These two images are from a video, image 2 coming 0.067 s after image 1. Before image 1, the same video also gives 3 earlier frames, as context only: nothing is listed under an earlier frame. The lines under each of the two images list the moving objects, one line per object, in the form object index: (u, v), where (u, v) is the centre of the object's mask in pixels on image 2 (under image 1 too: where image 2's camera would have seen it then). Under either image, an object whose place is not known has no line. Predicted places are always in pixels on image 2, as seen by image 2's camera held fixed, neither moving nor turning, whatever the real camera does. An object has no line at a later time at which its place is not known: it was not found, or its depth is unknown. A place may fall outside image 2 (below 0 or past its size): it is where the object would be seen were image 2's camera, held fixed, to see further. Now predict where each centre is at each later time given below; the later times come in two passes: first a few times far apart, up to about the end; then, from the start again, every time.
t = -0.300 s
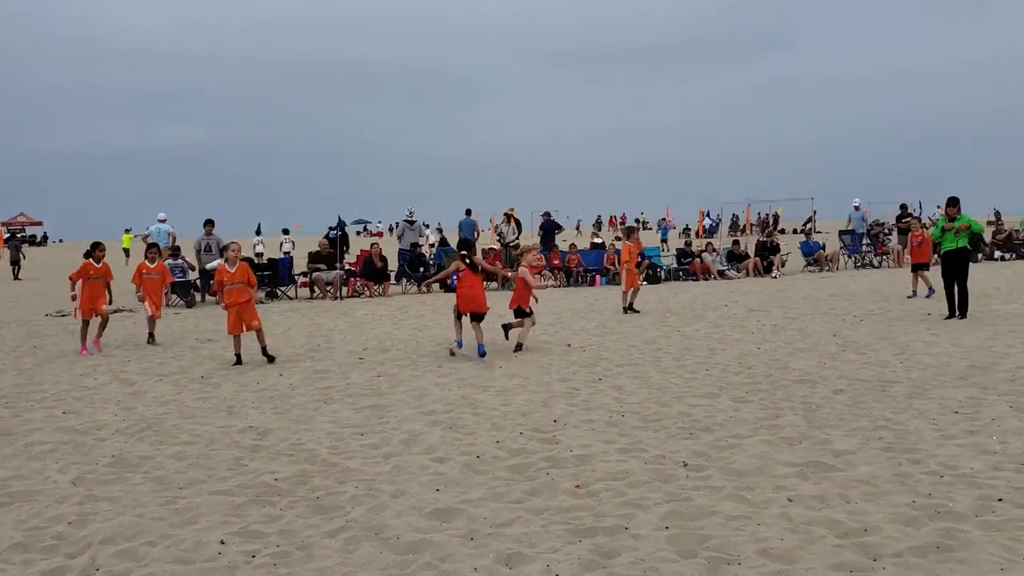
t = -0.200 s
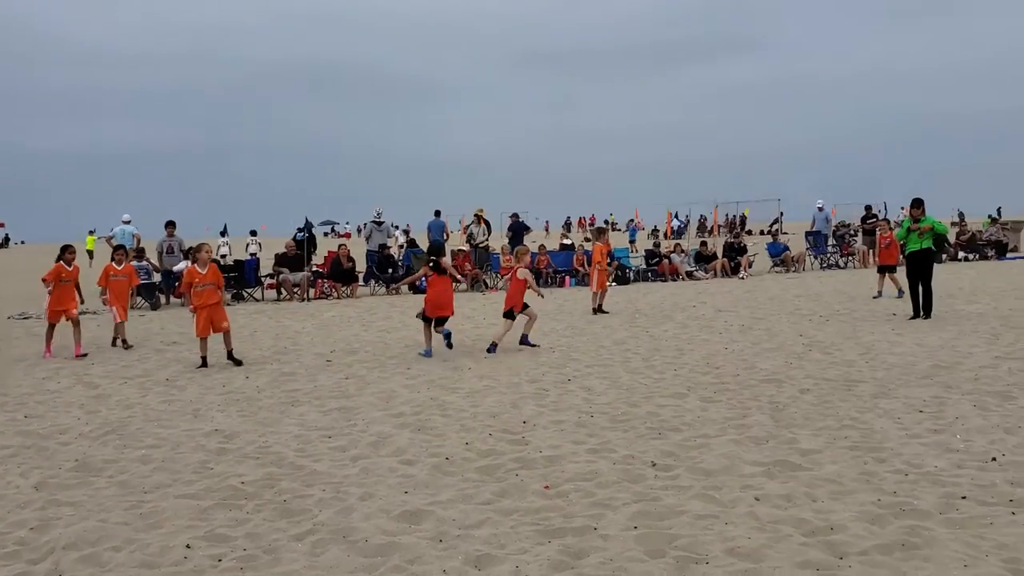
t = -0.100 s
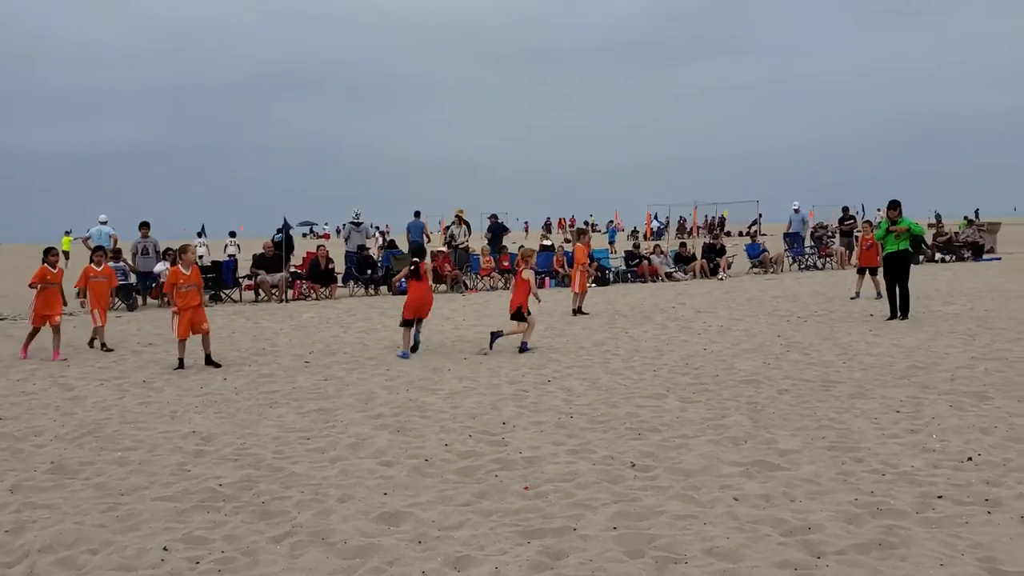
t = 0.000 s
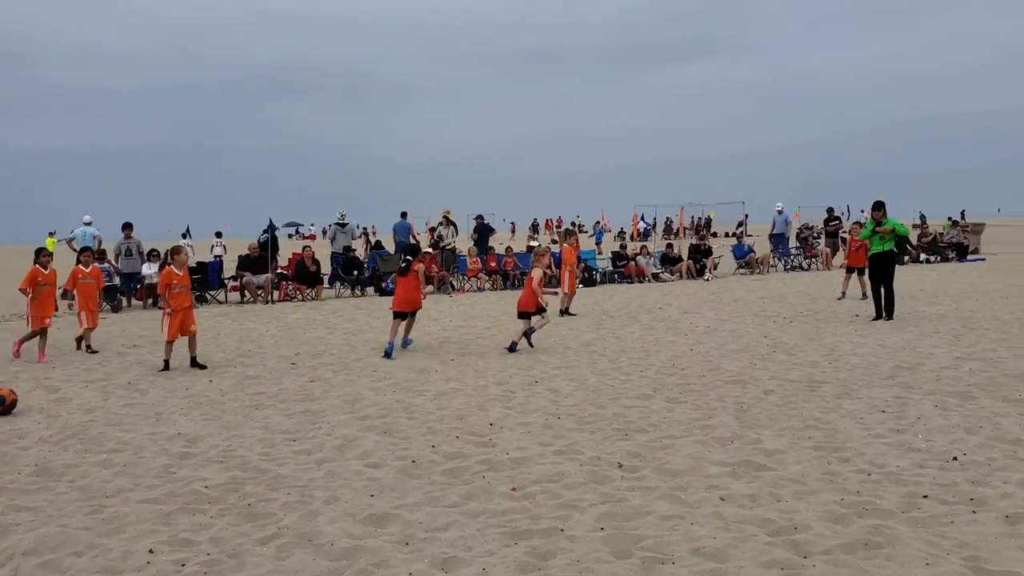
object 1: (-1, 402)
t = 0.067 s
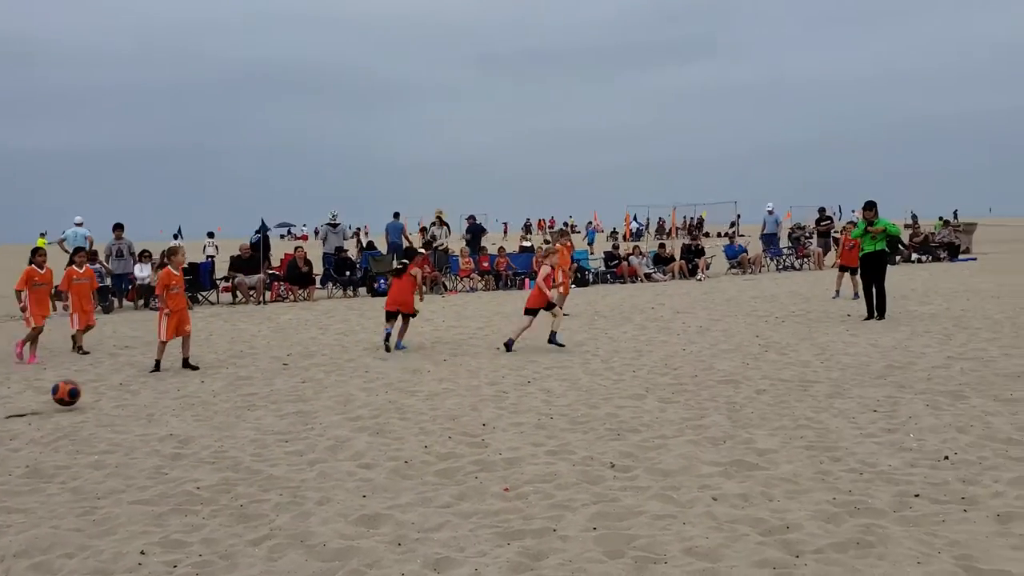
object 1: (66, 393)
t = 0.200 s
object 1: (196, 386)
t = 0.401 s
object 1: (296, 342)
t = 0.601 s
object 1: (389, 345)
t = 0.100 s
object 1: (101, 390)
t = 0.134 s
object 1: (135, 388)
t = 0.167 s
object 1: (168, 388)
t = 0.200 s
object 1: (196, 386)
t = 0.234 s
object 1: (213, 375)
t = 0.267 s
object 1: (230, 366)
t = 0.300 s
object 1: (247, 358)
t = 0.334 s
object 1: (263, 350)
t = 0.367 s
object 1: (279, 345)
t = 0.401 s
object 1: (296, 342)
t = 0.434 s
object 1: (311, 339)
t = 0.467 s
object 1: (327, 337)
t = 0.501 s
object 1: (344, 337)
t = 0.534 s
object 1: (359, 338)
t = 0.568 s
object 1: (374, 341)
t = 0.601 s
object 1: (389, 345)
